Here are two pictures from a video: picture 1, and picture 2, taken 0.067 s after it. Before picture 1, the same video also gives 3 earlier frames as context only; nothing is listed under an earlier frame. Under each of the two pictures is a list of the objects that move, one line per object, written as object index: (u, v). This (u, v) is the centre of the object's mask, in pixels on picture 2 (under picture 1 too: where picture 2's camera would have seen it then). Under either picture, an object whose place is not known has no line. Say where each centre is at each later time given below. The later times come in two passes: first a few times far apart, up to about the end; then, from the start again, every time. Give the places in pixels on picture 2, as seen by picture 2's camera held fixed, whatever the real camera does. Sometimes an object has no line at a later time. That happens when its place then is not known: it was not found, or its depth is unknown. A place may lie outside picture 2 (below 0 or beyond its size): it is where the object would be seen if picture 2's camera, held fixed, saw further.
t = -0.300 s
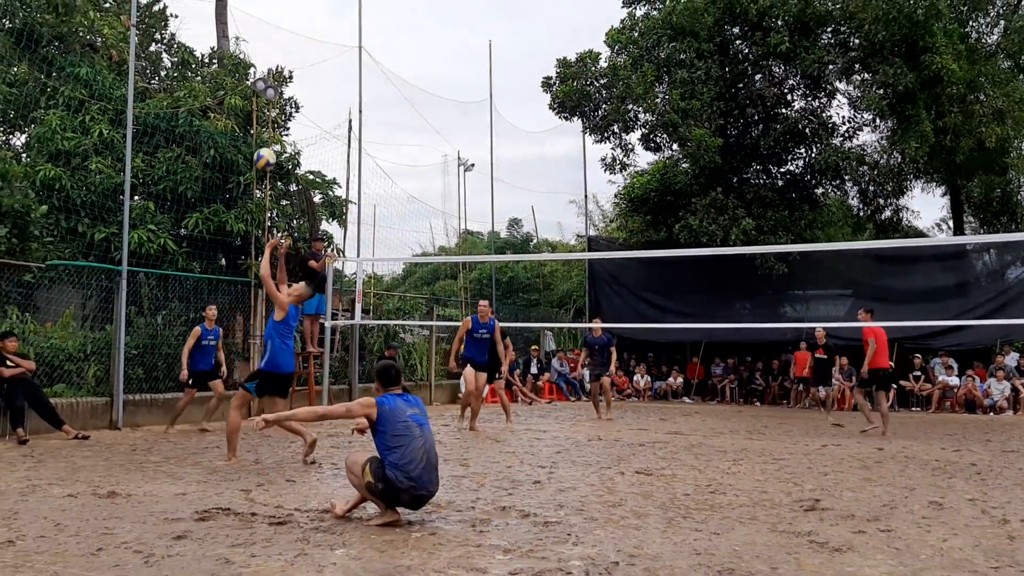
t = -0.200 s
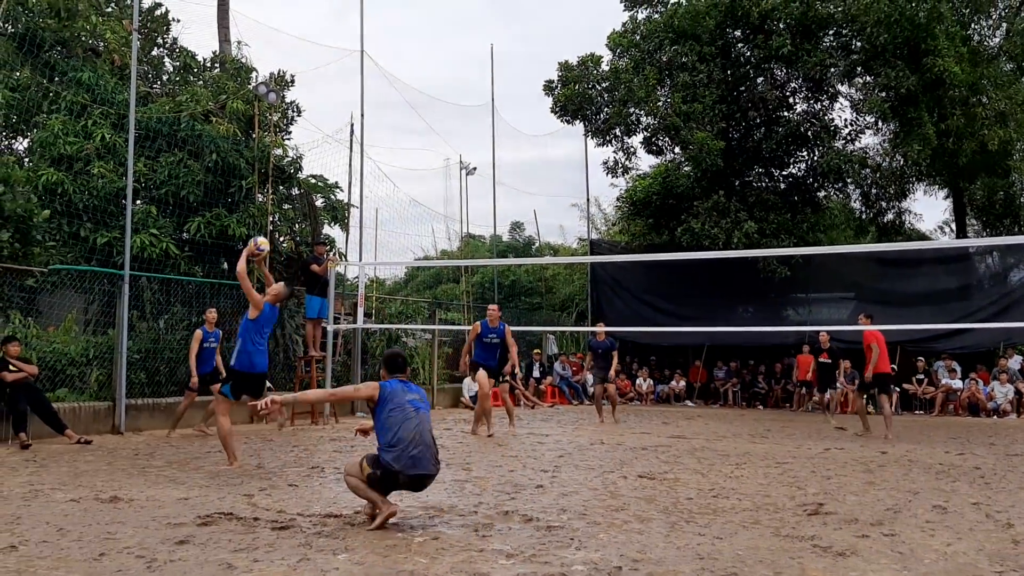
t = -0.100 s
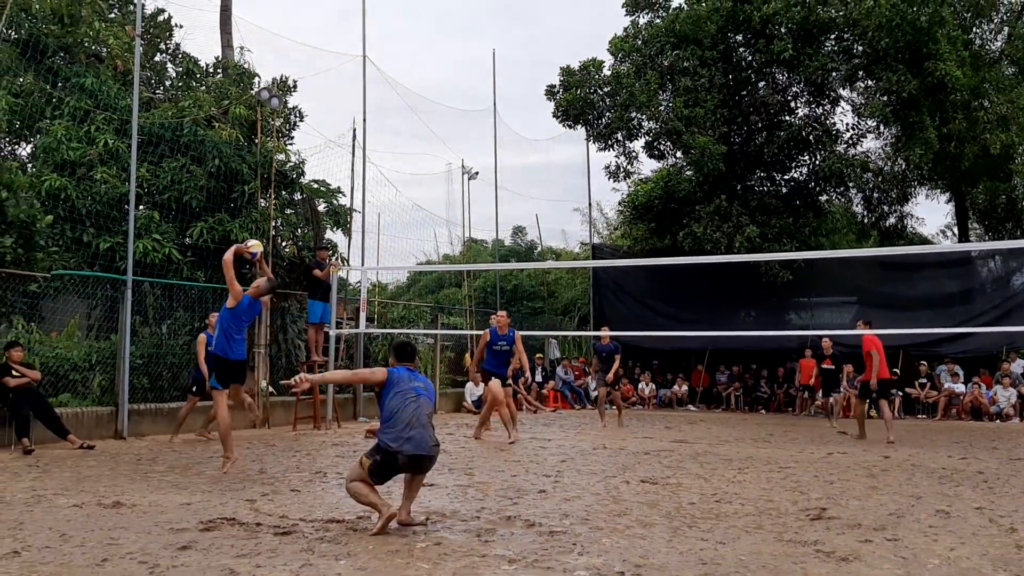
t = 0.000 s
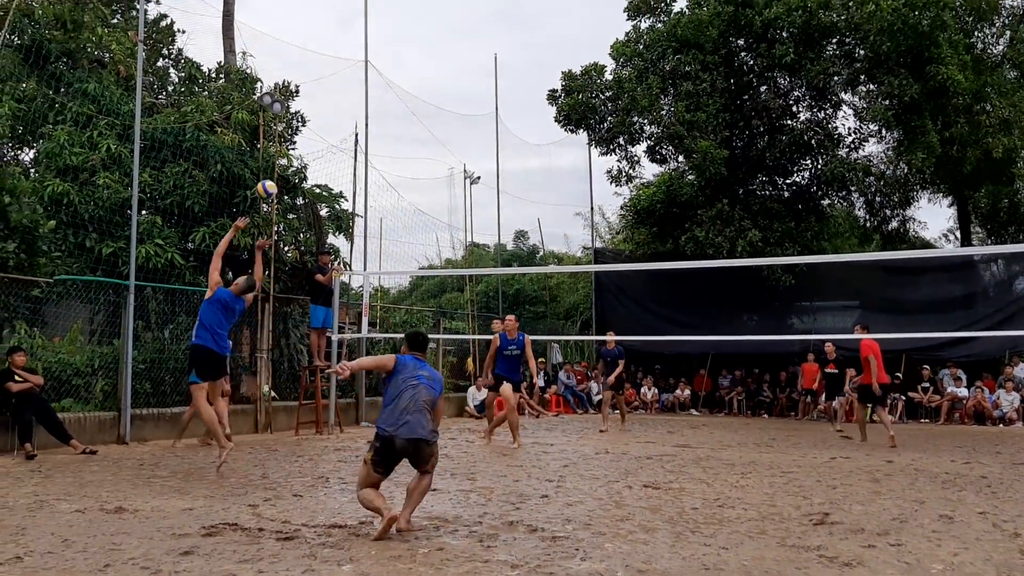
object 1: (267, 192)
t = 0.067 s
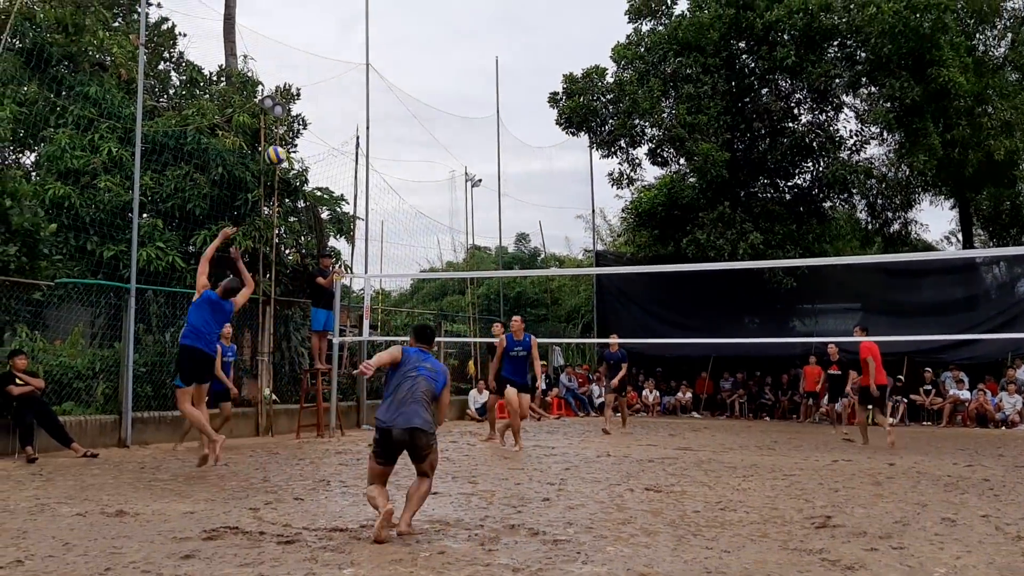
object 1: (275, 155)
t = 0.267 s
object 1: (295, 77)
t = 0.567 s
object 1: (319, 34)
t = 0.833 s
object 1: (336, 59)
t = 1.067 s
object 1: (349, 125)
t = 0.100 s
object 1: (279, 139)
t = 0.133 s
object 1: (283, 124)
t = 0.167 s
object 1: (285, 110)
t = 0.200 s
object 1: (289, 98)
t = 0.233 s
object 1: (292, 87)
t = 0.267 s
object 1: (295, 77)
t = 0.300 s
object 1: (298, 68)
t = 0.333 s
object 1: (301, 60)
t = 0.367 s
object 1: (303, 54)
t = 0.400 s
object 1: (306, 48)
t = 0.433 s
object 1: (309, 43)
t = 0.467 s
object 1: (311, 39)
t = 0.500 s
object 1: (314, 36)
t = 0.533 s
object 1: (316, 35)
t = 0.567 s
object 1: (319, 34)
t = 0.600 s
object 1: (321, 34)
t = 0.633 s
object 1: (323, 35)
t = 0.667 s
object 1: (325, 36)
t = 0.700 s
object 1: (328, 39)
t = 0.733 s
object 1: (330, 43)
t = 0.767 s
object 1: (332, 47)
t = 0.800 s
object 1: (334, 53)
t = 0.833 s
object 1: (336, 59)
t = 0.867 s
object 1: (338, 66)
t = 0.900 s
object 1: (340, 74)
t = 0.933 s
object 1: (342, 83)
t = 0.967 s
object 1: (344, 92)
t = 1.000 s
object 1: (345, 103)
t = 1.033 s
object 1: (347, 114)
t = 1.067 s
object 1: (349, 125)
